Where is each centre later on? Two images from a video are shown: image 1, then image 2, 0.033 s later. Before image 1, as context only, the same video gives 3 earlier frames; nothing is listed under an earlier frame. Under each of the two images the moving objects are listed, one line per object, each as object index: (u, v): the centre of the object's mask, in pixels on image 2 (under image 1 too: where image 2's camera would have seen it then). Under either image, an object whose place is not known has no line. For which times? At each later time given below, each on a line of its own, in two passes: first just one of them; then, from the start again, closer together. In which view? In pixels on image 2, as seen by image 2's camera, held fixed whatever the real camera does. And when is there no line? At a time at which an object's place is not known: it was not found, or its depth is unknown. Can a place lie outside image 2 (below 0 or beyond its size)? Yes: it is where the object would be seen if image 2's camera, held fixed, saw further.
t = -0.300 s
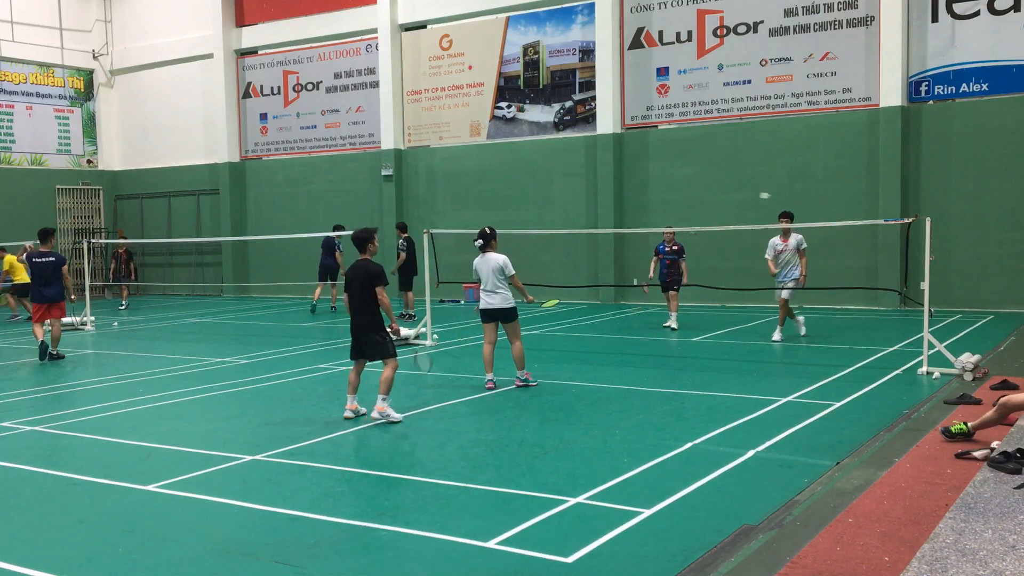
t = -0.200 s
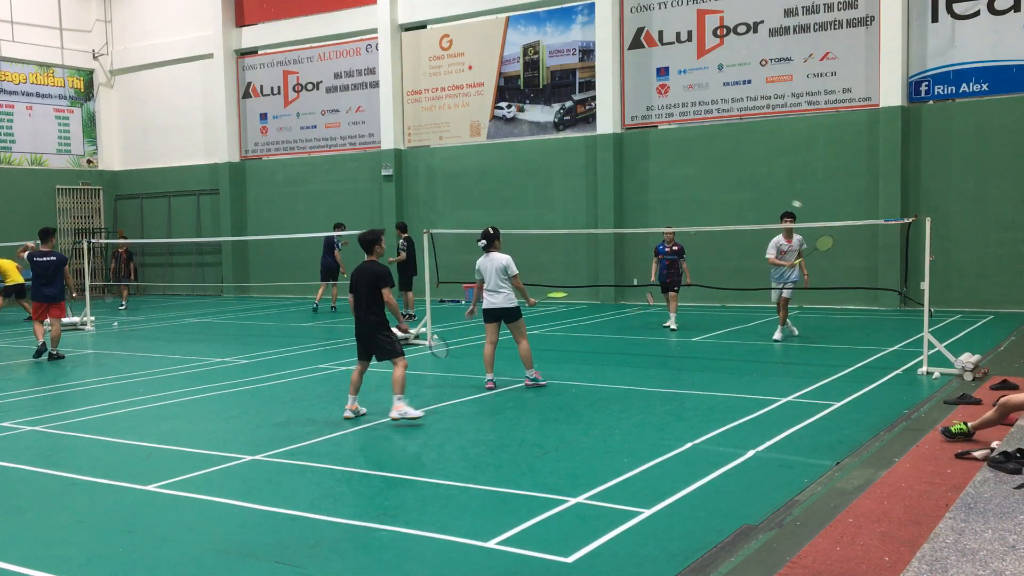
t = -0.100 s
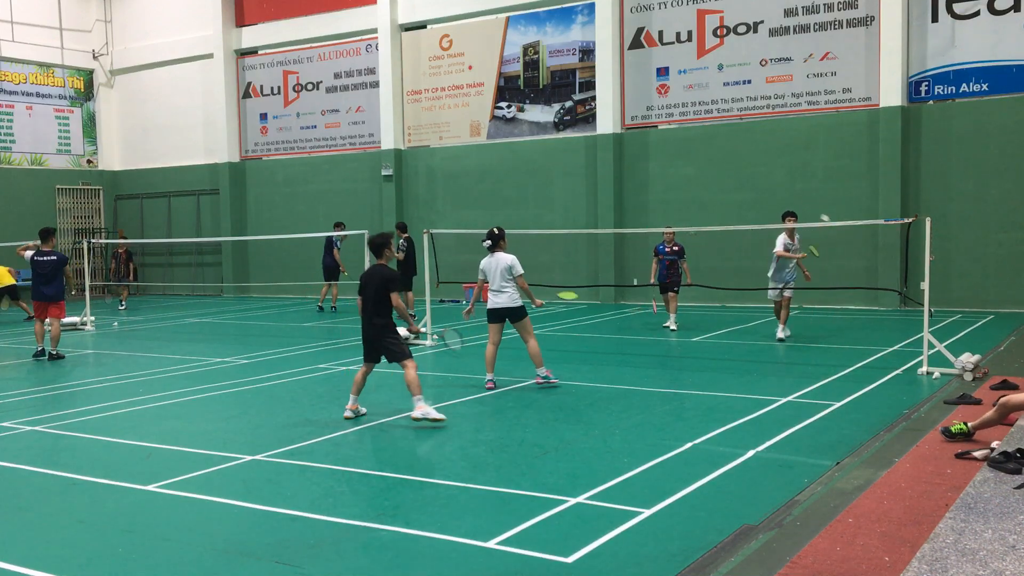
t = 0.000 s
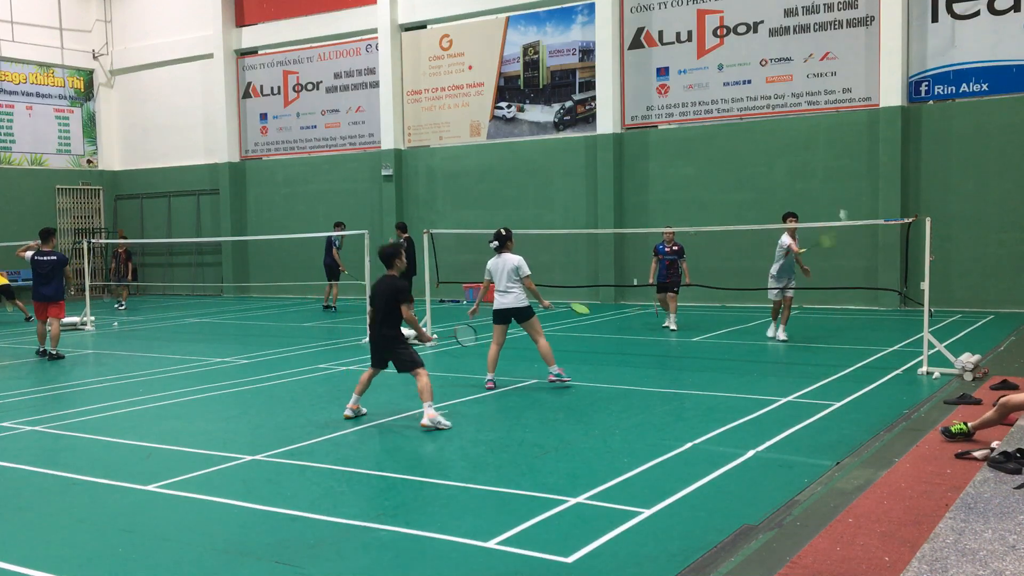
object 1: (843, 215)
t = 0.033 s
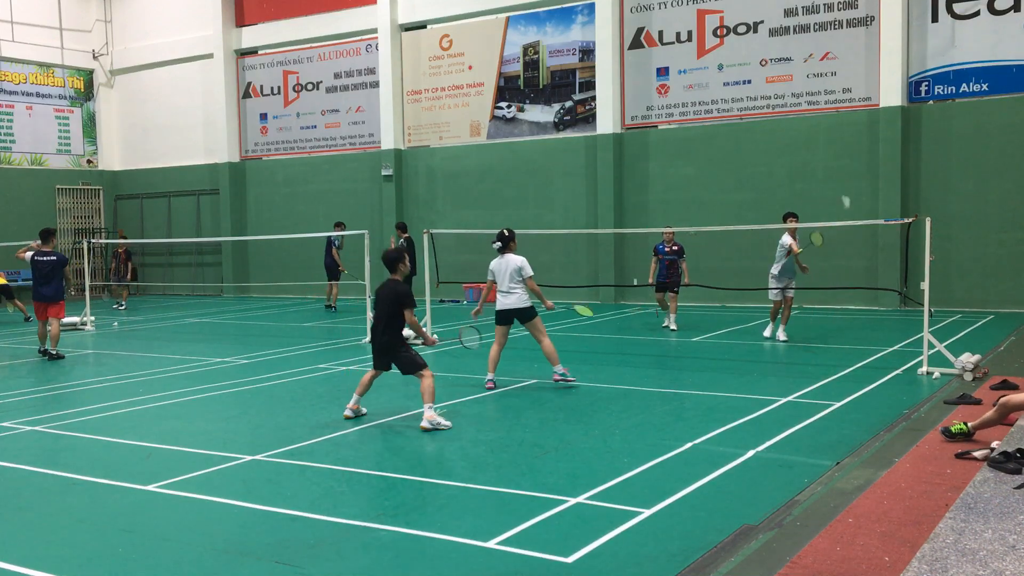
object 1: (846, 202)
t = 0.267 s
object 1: (824, 141)
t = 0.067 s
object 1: (843, 189)
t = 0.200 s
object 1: (834, 150)
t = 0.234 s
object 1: (829, 145)
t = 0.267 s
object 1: (824, 141)
